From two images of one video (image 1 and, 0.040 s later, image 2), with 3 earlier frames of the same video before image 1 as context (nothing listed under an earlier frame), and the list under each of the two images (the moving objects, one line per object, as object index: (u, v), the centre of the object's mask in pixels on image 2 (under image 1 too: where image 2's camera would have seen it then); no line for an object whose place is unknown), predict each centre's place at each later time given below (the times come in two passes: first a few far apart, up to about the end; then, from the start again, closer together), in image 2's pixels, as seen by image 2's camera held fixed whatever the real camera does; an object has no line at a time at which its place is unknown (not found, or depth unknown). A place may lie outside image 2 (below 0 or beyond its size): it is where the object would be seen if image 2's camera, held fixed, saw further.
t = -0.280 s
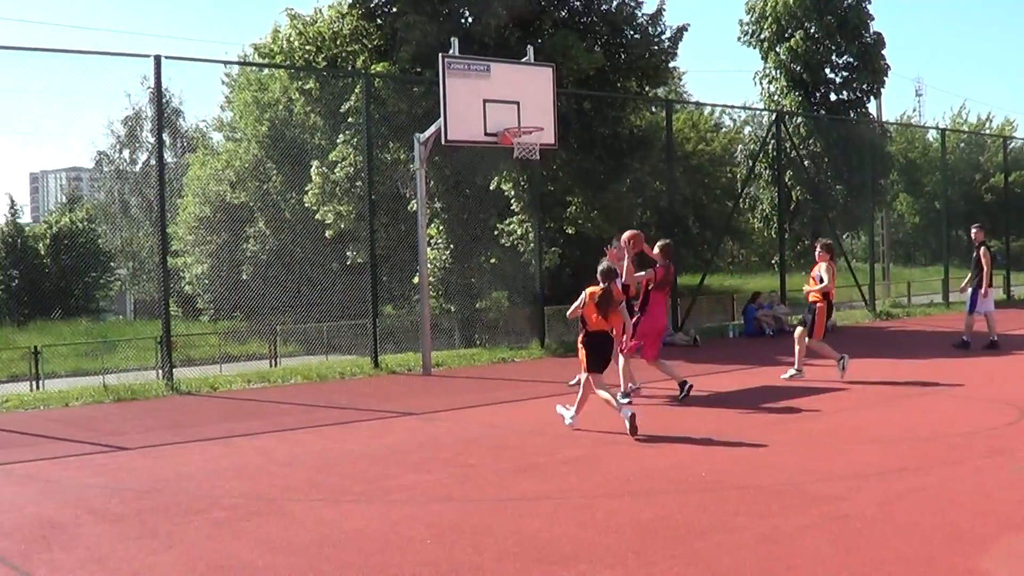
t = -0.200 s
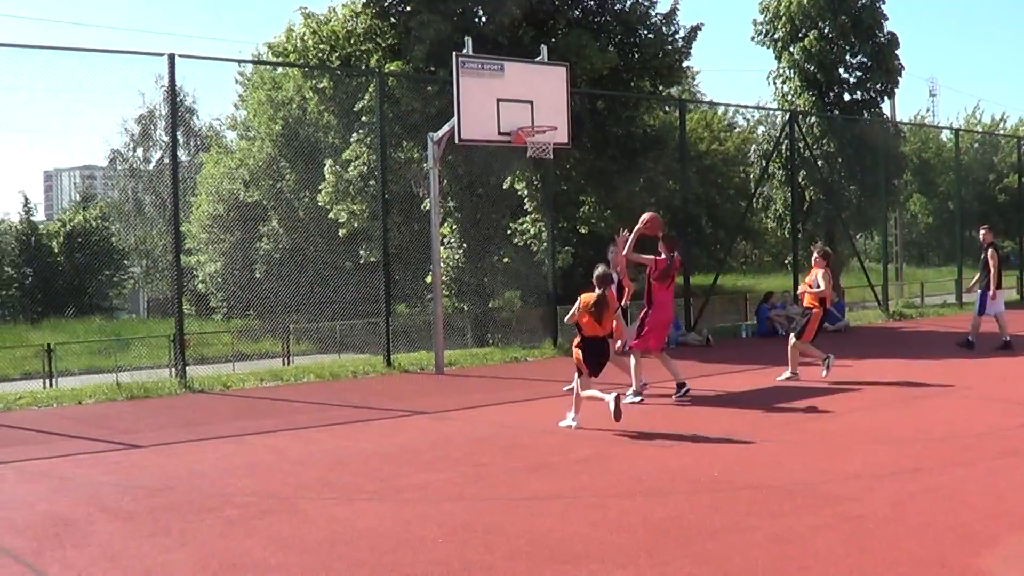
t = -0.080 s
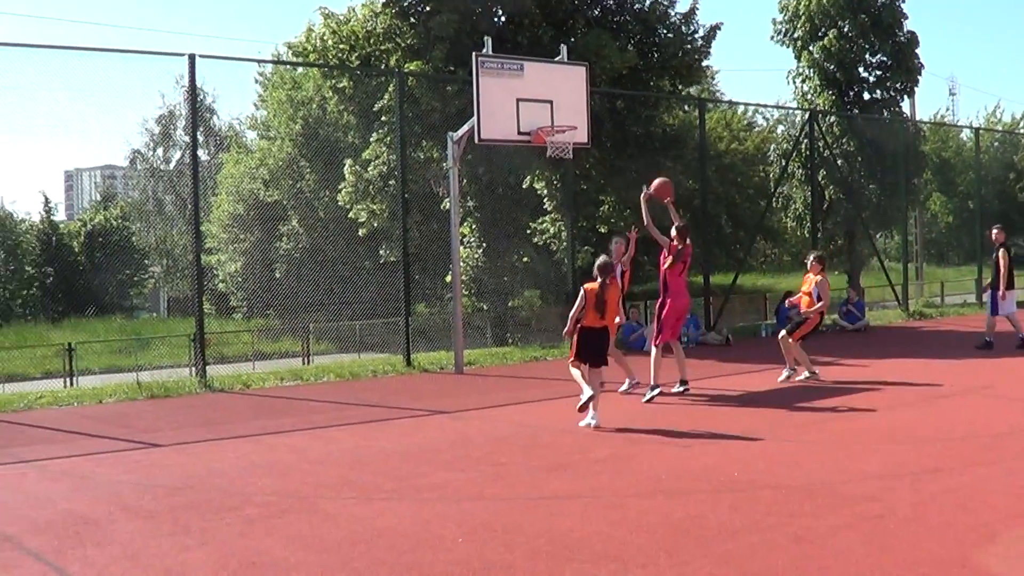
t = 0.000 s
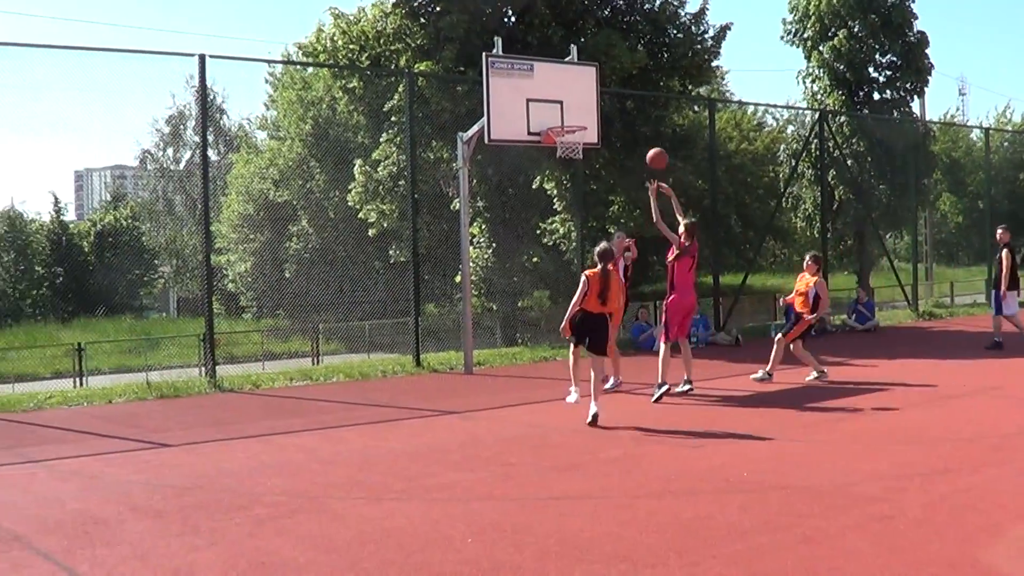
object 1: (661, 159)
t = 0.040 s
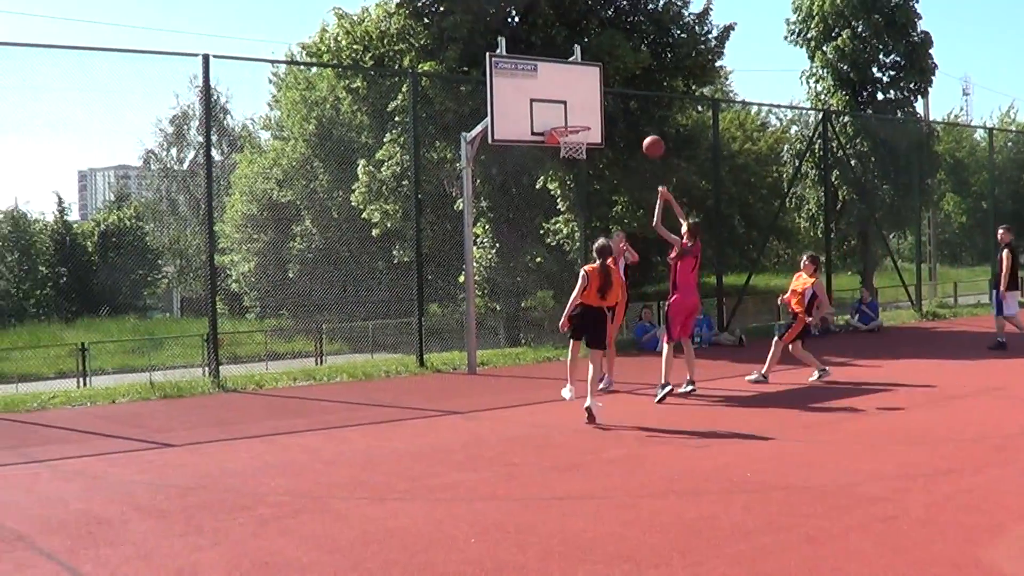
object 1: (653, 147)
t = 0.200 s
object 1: (626, 113)
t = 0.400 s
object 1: (596, 104)
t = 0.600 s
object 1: (572, 116)
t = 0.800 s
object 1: (588, 109)
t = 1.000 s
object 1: (612, 132)
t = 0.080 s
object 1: (646, 136)
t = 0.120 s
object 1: (639, 126)
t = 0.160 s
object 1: (633, 119)
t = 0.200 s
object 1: (626, 113)
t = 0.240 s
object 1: (620, 108)
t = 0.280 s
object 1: (613, 105)
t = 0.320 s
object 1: (608, 104)
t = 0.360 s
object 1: (602, 103)
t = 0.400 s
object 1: (596, 104)
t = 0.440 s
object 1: (590, 107)
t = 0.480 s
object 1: (585, 110)
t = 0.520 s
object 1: (579, 115)
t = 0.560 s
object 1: (574, 118)
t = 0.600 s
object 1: (572, 116)
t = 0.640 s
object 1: (571, 114)
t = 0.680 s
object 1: (576, 111)
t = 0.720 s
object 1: (580, 109)
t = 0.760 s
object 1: (584, 108)
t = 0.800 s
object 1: (588, 109)
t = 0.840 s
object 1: (592, 111)
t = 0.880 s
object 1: (597, 114)
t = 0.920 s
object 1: (602, 119)
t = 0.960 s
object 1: (606, 124)
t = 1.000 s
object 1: (612, 132)
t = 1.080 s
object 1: (620, 150)
